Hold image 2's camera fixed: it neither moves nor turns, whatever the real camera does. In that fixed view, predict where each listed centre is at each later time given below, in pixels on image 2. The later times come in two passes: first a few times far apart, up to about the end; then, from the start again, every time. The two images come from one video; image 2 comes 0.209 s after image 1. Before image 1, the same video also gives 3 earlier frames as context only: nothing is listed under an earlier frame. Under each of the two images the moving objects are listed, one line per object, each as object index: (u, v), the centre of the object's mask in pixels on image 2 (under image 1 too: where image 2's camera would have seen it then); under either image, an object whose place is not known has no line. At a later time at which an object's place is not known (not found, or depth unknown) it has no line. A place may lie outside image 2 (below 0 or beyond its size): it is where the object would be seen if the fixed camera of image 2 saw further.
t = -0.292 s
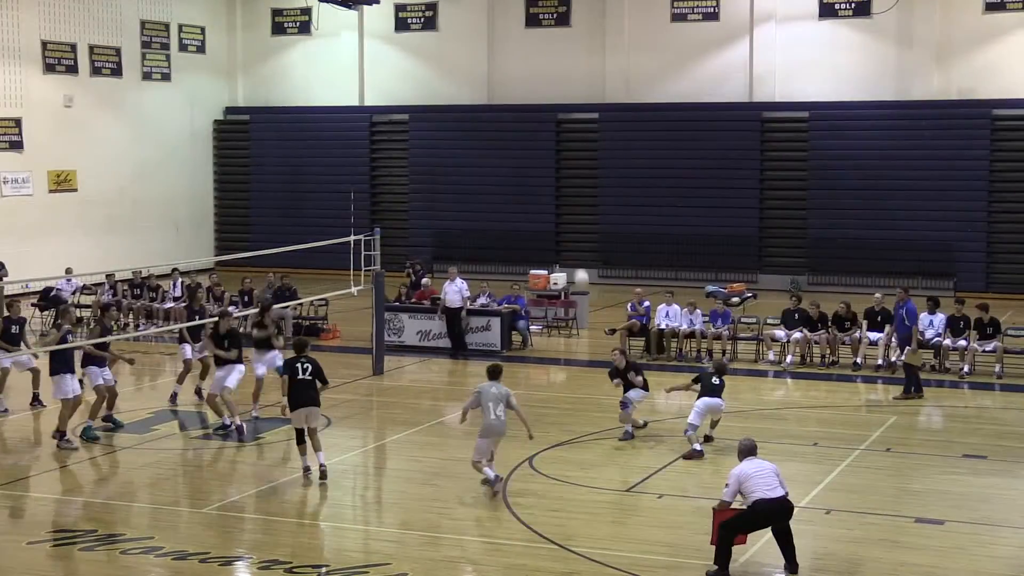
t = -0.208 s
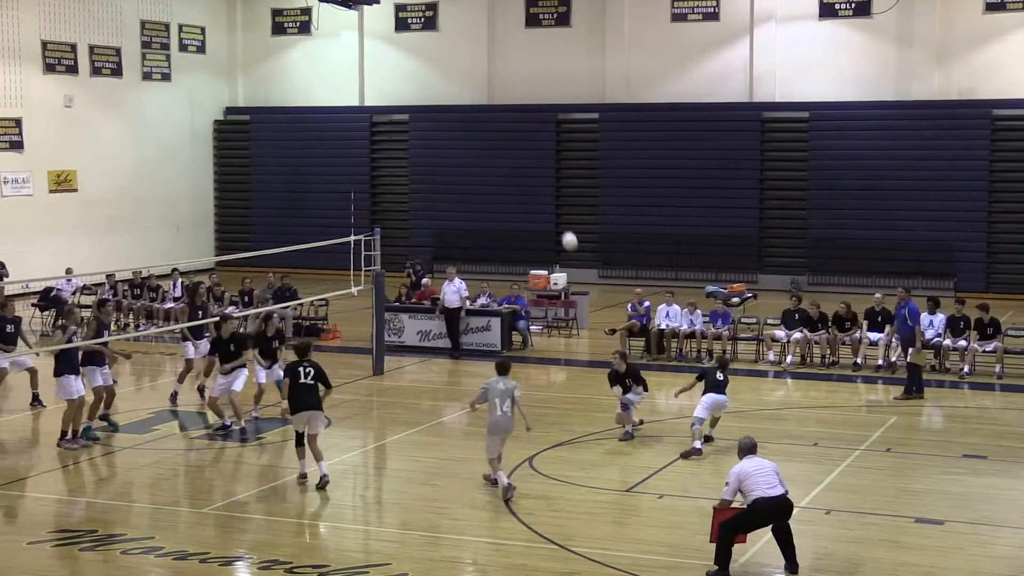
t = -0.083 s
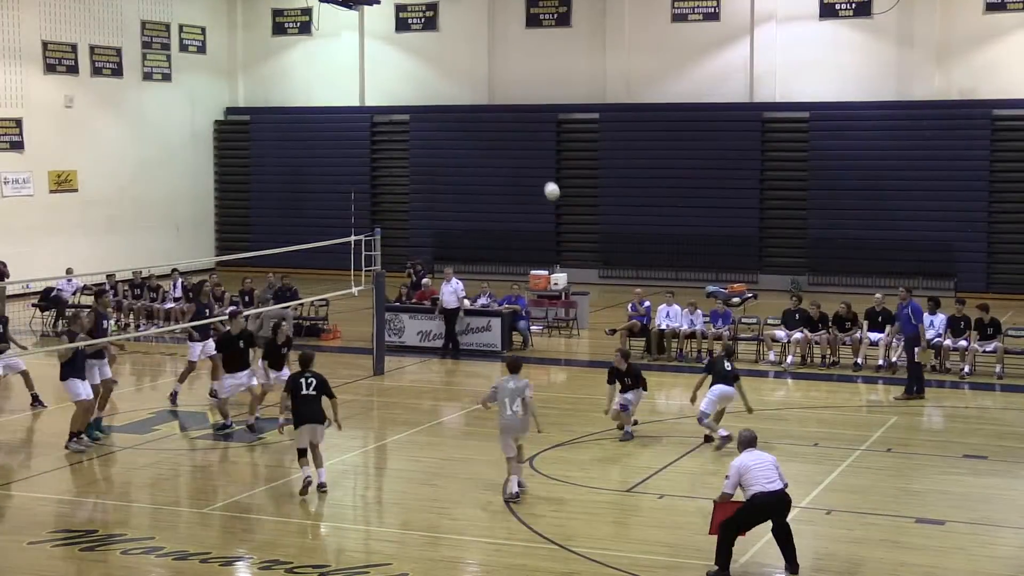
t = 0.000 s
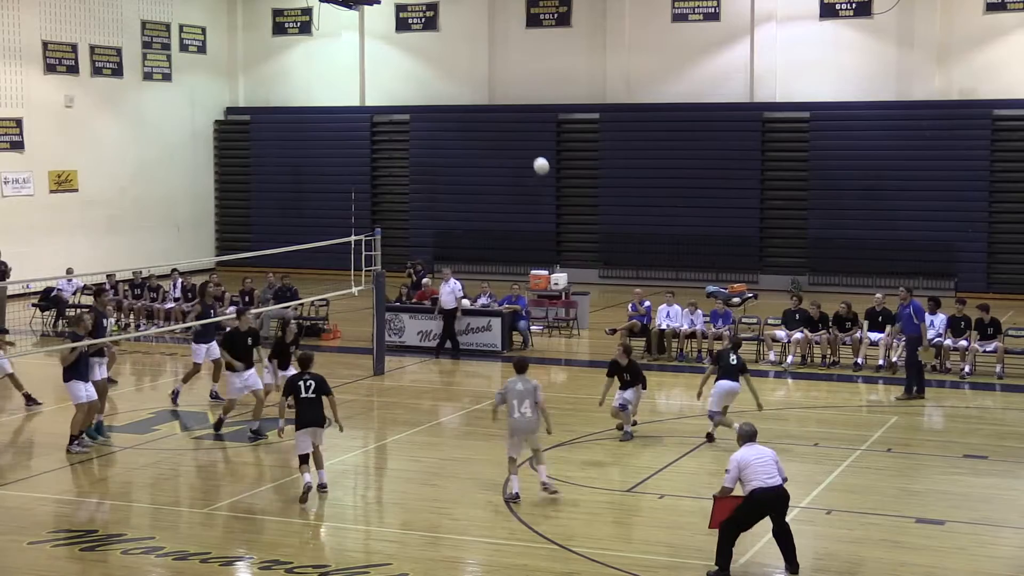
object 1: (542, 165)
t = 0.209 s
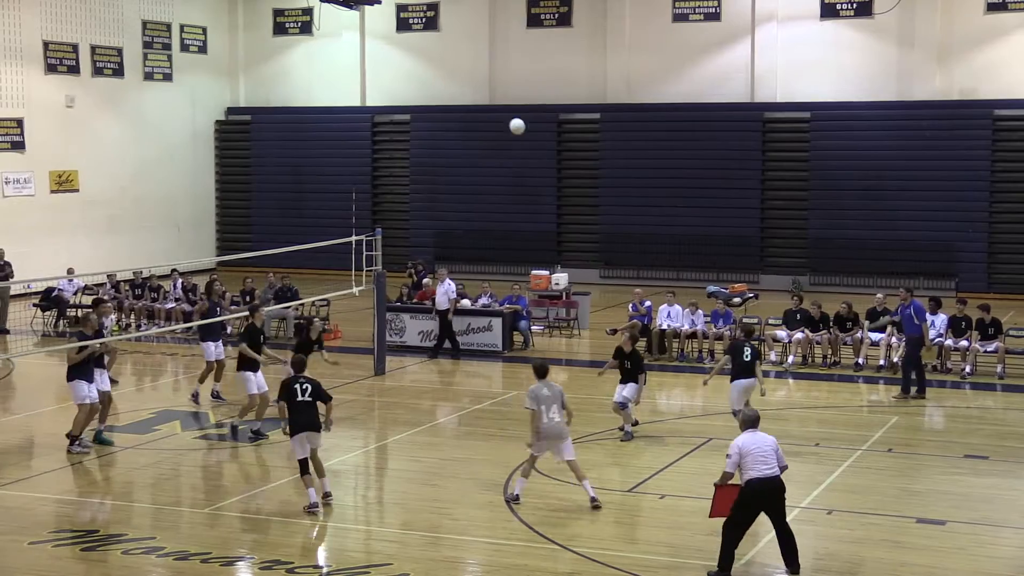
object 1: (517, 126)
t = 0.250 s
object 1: (511, 121)
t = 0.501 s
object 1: (485, 121)
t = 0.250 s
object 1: (511, 121)
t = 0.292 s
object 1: (507, 118)
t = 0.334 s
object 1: (501, 116)
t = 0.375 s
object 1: (497, 115)
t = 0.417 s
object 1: (492, 116)
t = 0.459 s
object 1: (489, 117)
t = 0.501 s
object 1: (485, 121)
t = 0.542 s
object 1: (482, 124)
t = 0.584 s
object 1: (477, 129)
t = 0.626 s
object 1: (474, 134)
